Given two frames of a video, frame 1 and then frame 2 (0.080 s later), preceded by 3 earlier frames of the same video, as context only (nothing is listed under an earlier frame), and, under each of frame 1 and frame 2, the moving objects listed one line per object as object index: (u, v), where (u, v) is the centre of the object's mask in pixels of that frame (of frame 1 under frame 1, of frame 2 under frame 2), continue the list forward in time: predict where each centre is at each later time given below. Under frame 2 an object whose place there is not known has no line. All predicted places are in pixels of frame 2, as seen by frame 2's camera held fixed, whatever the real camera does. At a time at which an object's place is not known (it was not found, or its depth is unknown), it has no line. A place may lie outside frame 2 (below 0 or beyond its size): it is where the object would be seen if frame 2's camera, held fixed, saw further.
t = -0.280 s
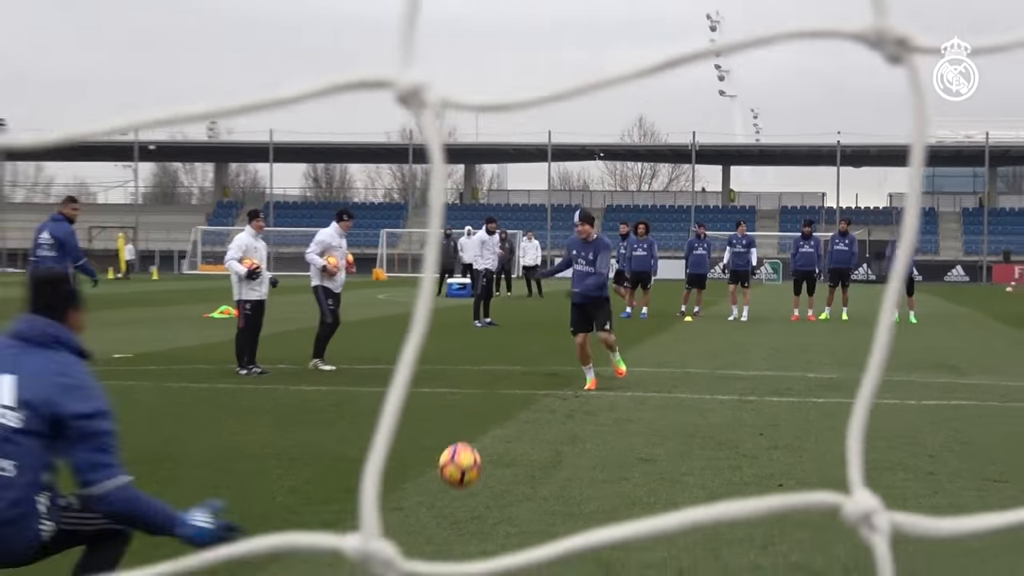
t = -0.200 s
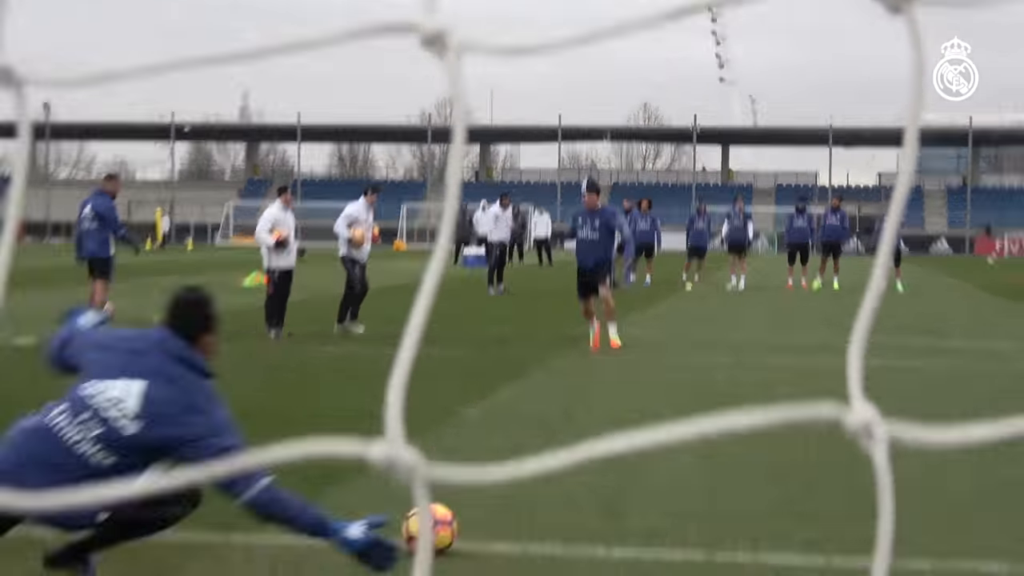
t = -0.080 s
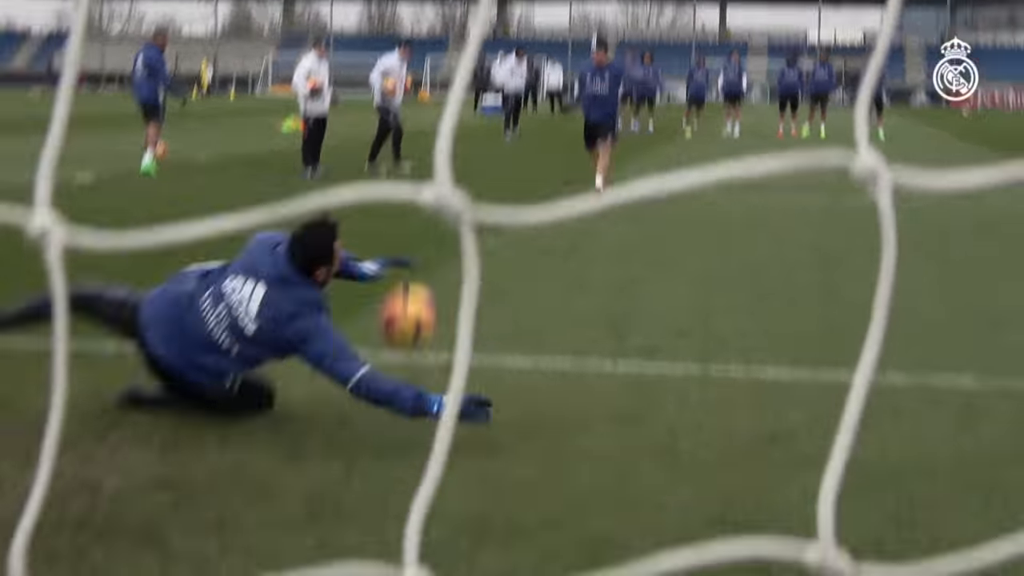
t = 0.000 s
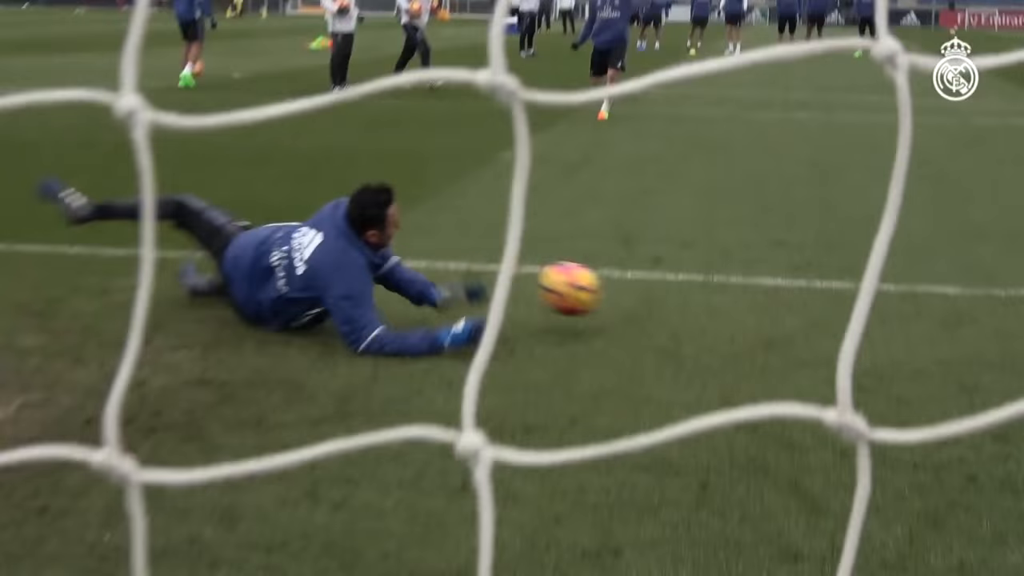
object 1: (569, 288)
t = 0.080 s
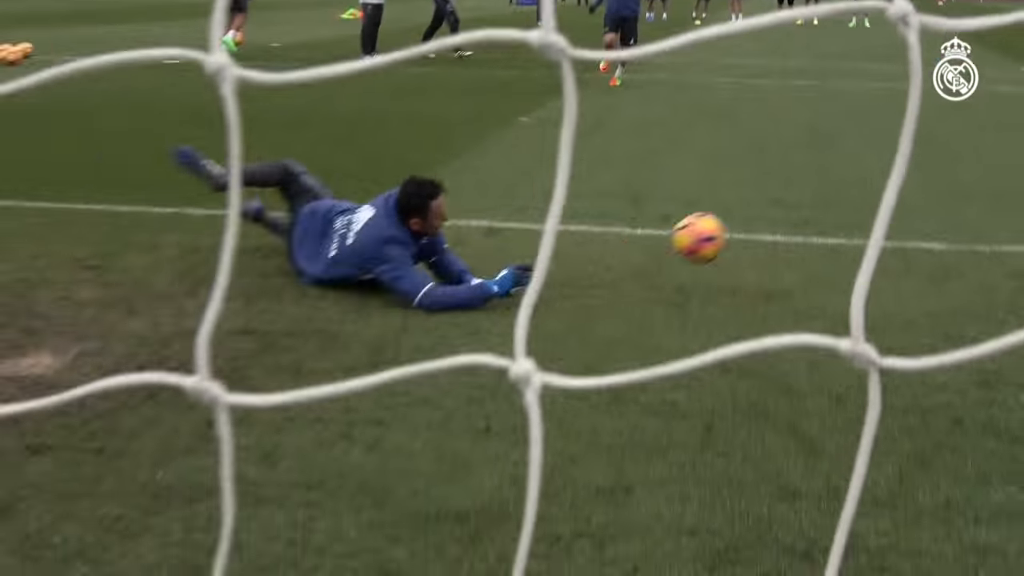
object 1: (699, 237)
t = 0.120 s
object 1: (752, 219)
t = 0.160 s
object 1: (805, 203)
